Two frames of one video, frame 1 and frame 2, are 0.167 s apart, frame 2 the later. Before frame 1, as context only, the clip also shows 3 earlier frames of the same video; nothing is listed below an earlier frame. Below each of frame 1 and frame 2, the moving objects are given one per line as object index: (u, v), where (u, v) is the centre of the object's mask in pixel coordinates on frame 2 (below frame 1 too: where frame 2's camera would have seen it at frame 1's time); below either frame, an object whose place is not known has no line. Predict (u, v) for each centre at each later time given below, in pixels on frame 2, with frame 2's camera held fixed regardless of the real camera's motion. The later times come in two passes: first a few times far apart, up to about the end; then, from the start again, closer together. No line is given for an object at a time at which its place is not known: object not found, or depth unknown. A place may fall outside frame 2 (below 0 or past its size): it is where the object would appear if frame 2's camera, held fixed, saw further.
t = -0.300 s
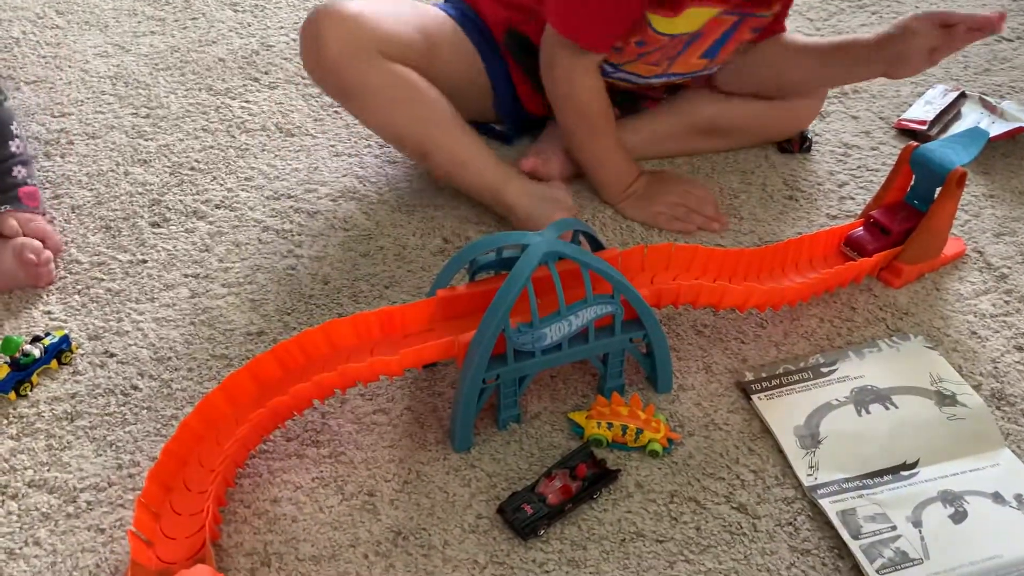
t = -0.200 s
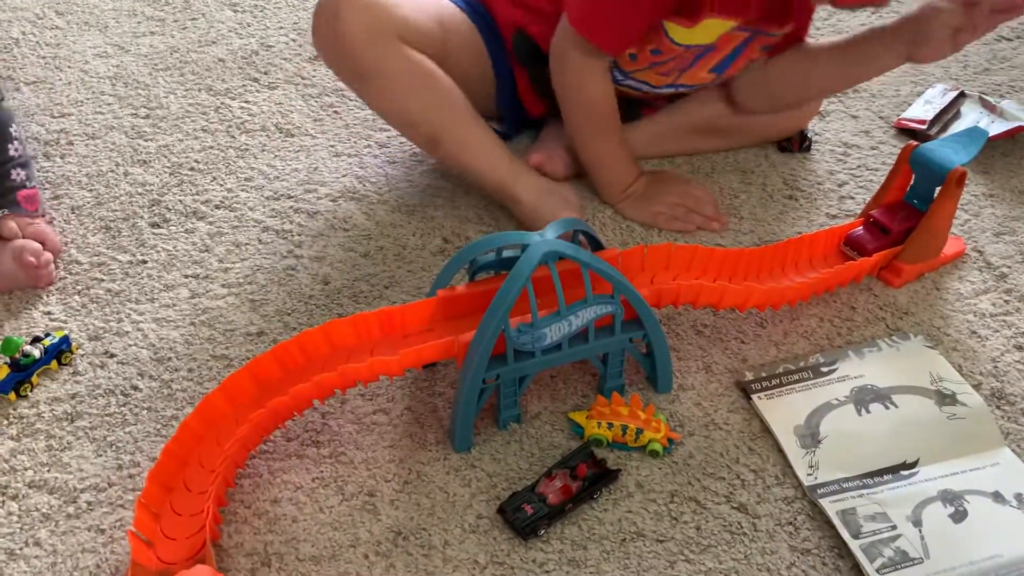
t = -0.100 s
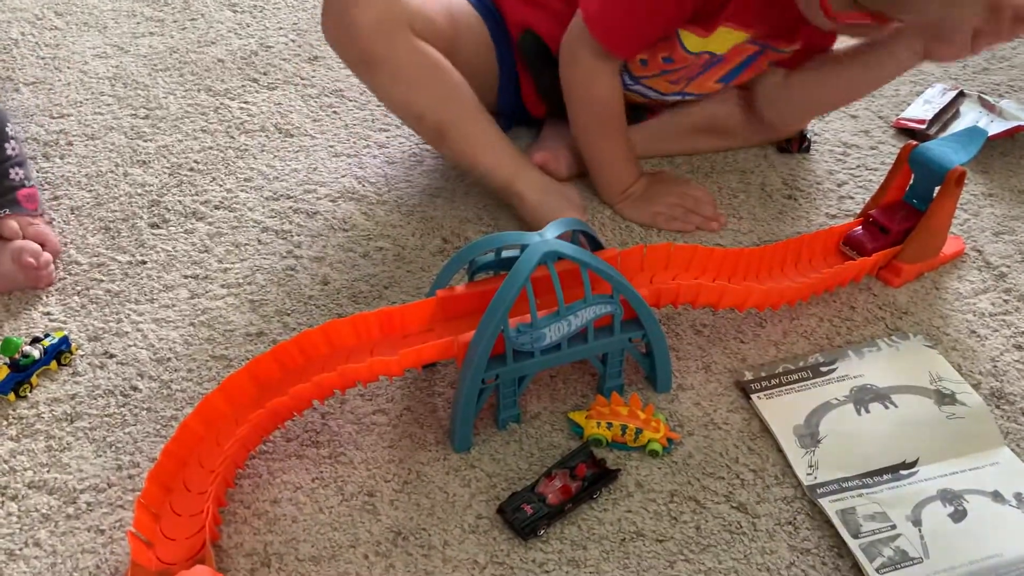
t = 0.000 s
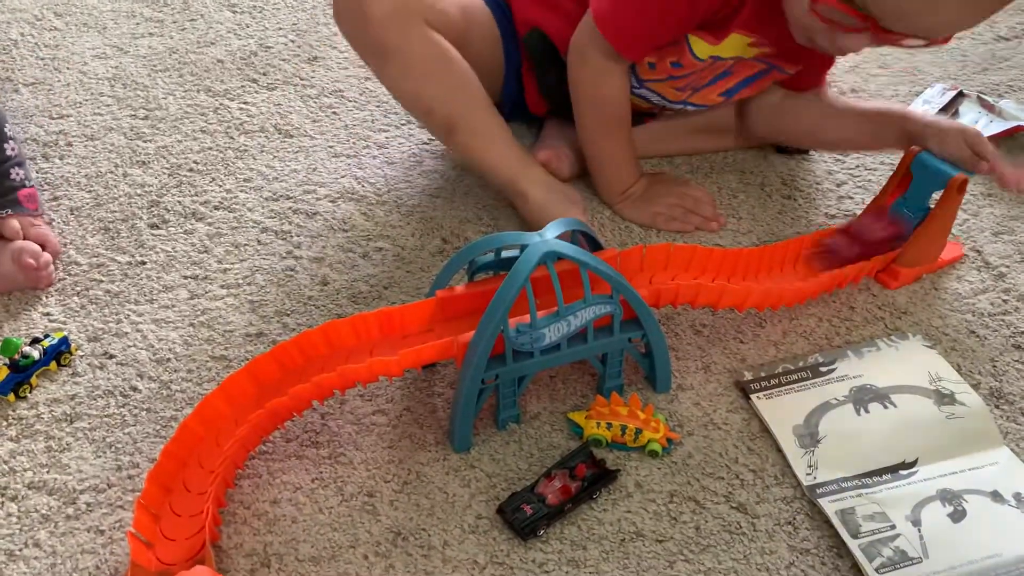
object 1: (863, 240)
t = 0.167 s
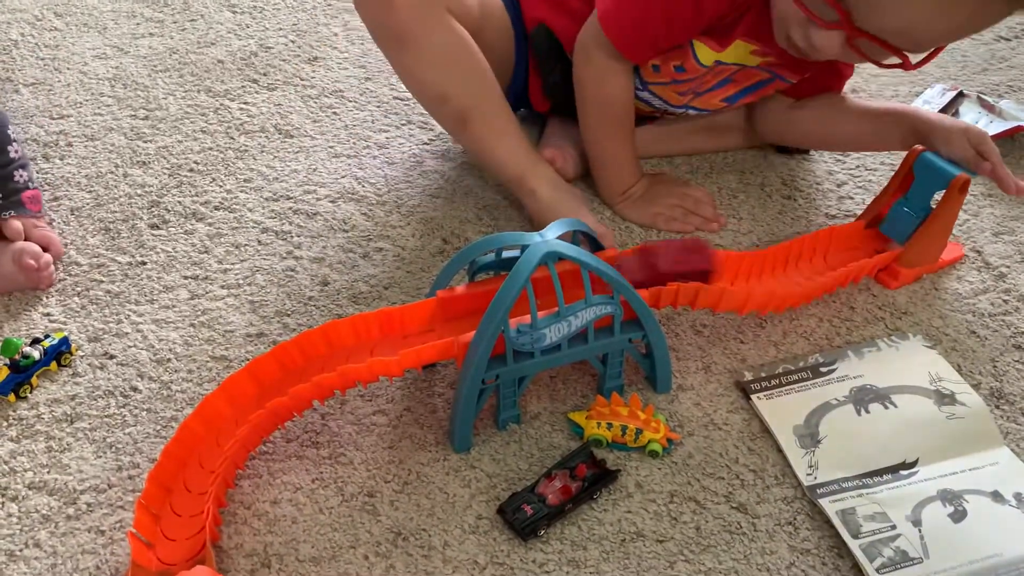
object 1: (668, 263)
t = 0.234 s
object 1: (624, 268)
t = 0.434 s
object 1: (452, 313)
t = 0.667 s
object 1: (317, 355)
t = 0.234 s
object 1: (624, 268)
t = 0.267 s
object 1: (567, 285)
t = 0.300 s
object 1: (551, 289)
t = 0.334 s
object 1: (536, 296)
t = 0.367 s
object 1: (480, 307)
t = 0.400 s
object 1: (461, 310)
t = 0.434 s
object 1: (452, 313)
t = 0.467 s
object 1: (438, 318)
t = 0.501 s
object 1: (421, 324)
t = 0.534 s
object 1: (404, 328)
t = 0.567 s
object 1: (383, 334)
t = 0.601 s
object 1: (363, 339)
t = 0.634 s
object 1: (343, 346)
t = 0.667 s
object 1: (317, 355)
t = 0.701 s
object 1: (289, 369)
